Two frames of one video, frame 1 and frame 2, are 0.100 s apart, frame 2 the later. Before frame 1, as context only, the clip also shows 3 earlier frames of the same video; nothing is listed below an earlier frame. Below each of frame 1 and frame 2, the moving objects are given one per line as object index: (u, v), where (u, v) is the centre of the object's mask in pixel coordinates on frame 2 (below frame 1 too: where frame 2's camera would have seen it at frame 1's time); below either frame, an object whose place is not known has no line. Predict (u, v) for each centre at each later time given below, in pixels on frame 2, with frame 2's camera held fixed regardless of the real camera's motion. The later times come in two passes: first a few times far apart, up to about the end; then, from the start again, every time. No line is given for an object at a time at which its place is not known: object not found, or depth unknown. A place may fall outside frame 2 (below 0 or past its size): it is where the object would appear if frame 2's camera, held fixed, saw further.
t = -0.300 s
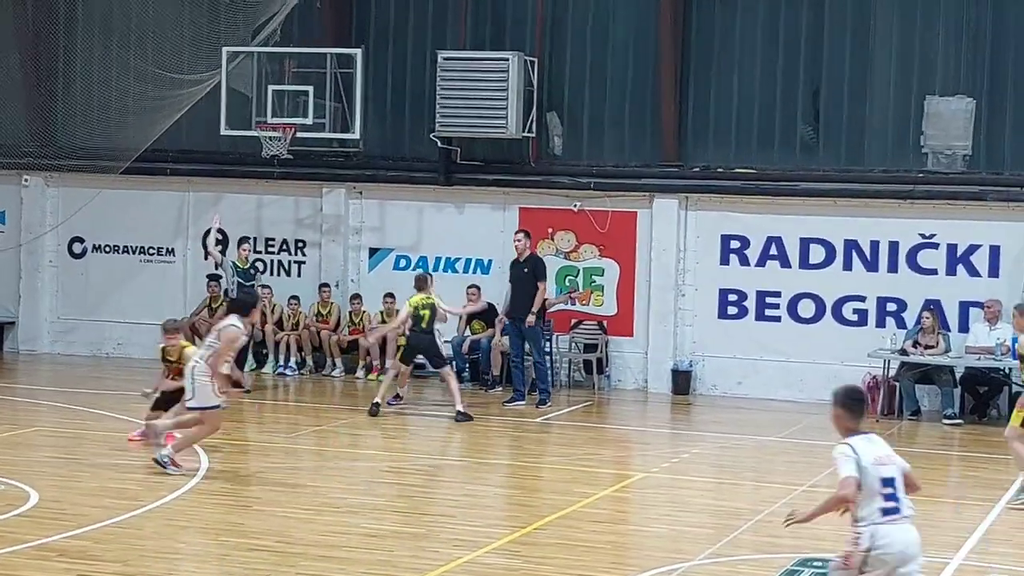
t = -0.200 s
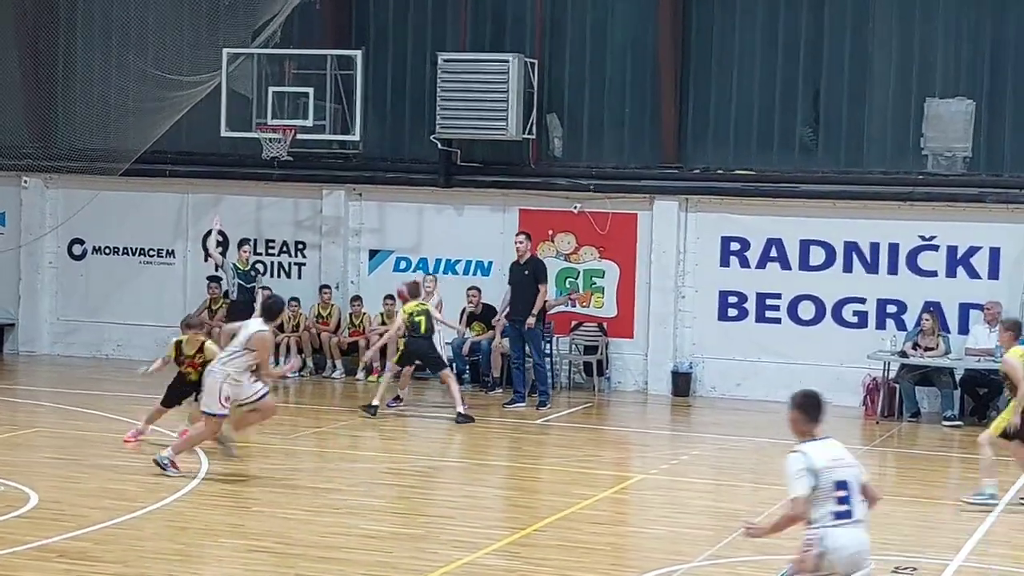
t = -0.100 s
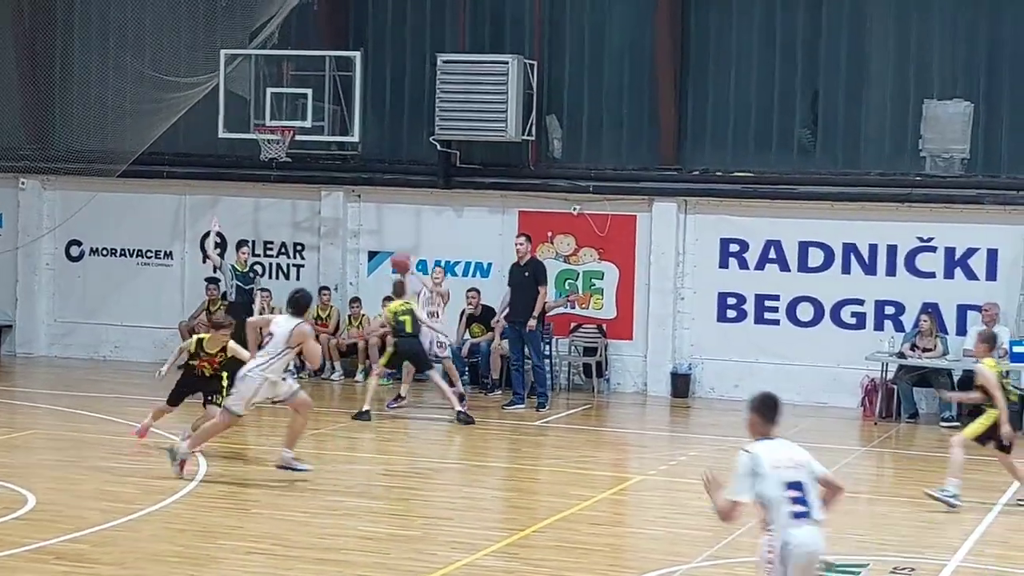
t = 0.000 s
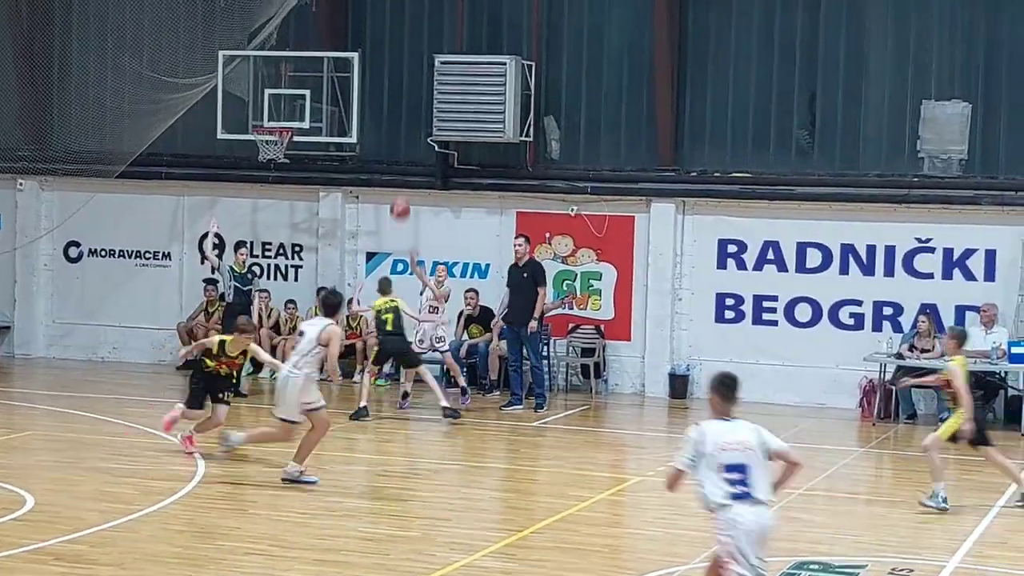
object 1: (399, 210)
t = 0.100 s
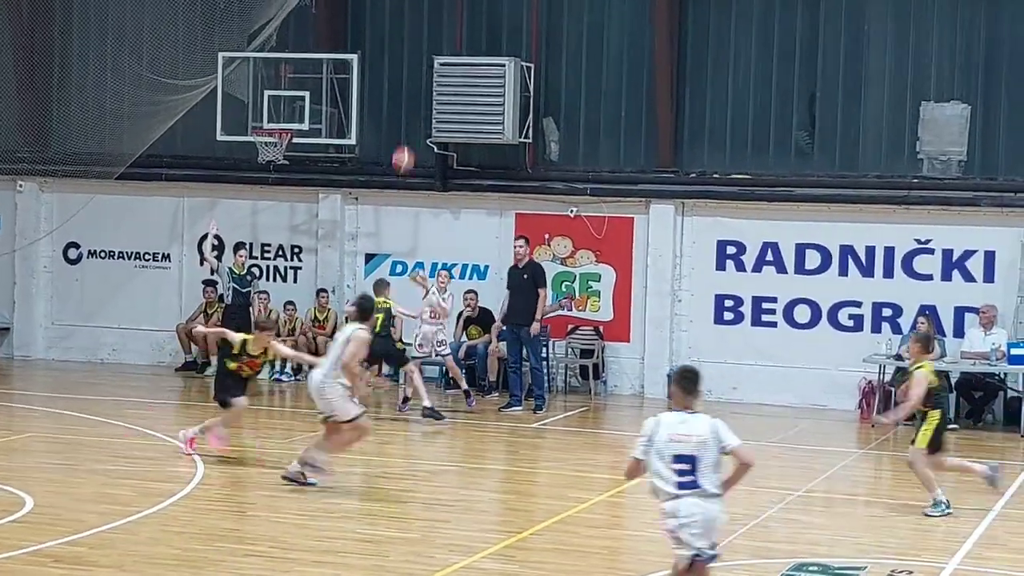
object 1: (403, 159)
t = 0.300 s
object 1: (410, 79)
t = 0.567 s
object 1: (417, 25)
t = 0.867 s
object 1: (427, 50)
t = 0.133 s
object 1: (404, 144)
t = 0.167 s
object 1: (405, 129)
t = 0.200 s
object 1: (406, 116)
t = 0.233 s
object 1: (407, 102)
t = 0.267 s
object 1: (409, 90)
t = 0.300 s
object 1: (410, 79)
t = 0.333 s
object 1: (411, 69)
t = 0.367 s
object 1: (411, 60)
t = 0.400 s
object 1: (413, 51)
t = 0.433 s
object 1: (413, 44)
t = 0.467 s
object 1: (414, 38)
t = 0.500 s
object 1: (415, 32)
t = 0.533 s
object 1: (416, 28)
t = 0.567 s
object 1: (417, 25)
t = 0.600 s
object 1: (419, 23)
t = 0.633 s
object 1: (420, 22)
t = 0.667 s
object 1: (420, 23)
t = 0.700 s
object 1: (421, 24)
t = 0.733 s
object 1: (422, 27)
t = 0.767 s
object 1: (423, 31)
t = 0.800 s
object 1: (425, 36)
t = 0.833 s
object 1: (426, 43)
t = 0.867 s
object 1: (427, 50)
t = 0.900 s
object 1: (427, 61)
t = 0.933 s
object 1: (427, 71)
